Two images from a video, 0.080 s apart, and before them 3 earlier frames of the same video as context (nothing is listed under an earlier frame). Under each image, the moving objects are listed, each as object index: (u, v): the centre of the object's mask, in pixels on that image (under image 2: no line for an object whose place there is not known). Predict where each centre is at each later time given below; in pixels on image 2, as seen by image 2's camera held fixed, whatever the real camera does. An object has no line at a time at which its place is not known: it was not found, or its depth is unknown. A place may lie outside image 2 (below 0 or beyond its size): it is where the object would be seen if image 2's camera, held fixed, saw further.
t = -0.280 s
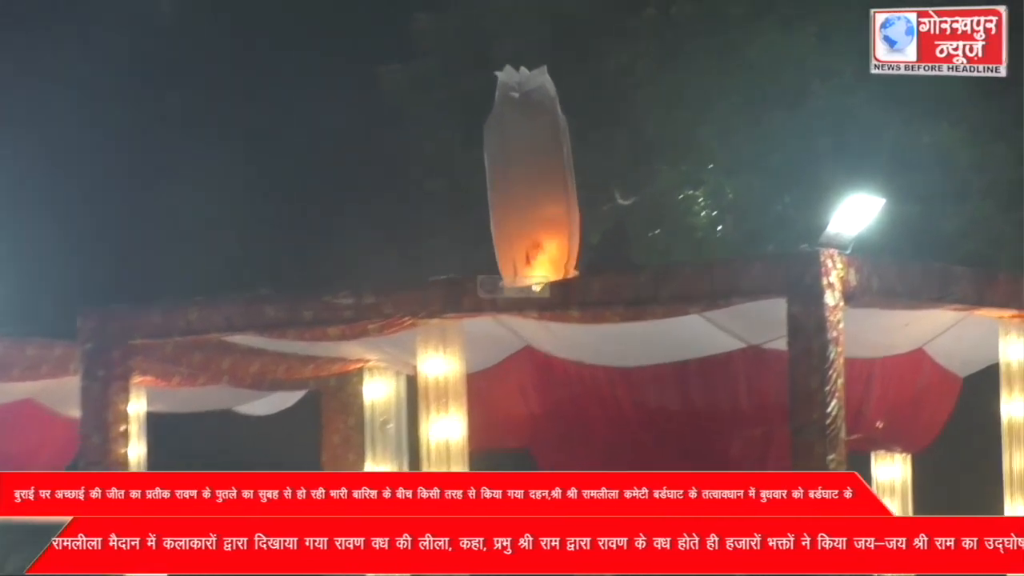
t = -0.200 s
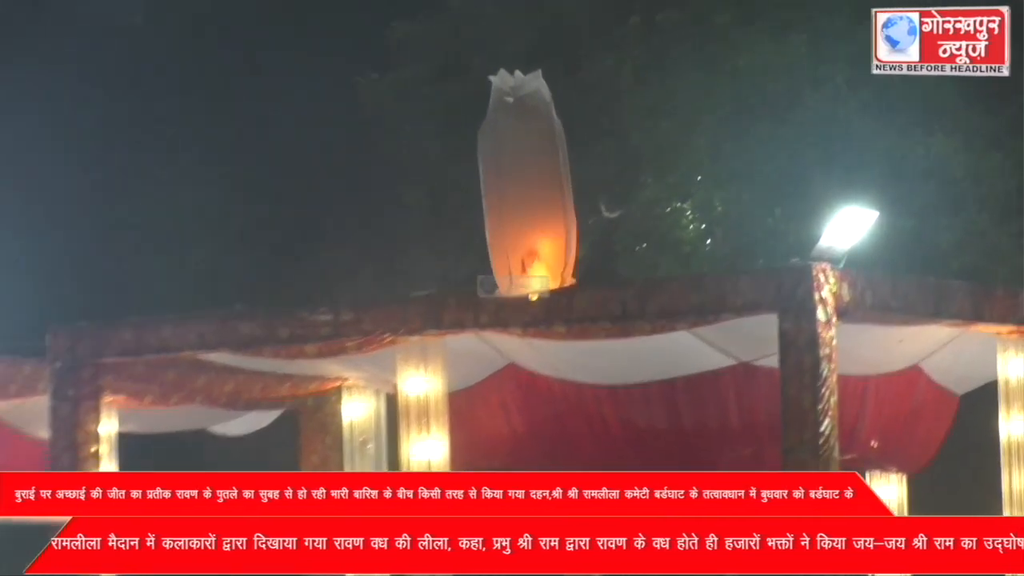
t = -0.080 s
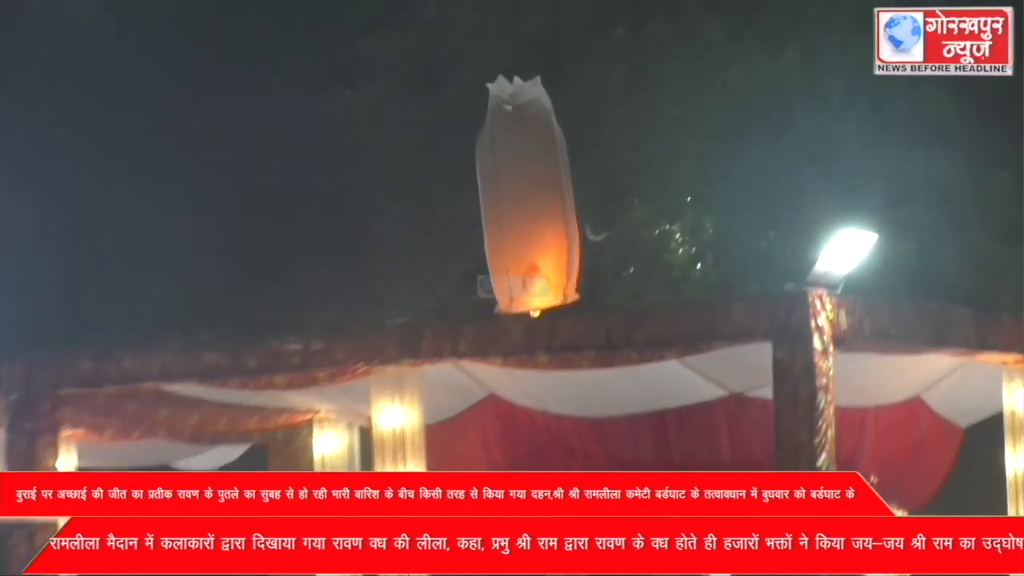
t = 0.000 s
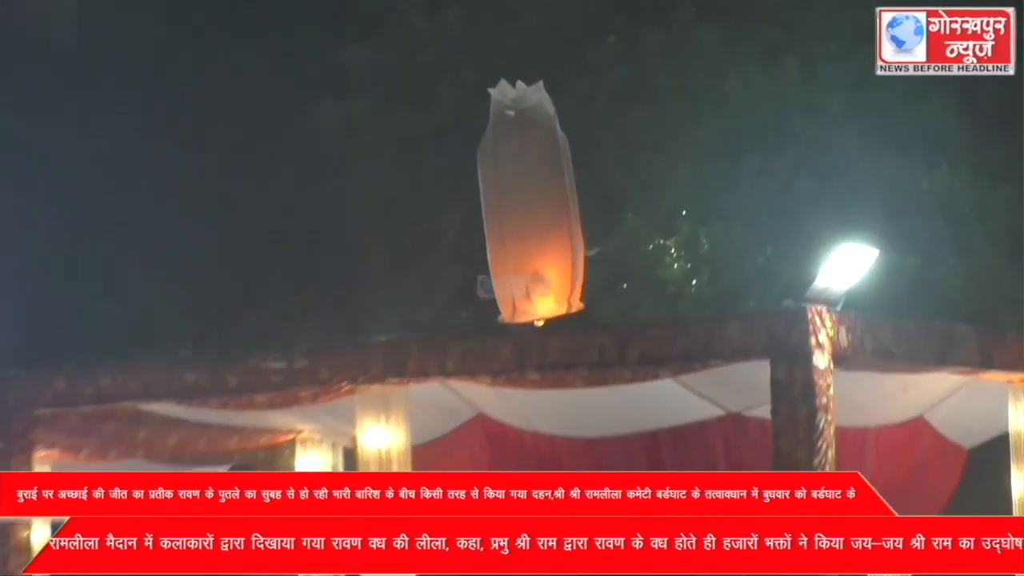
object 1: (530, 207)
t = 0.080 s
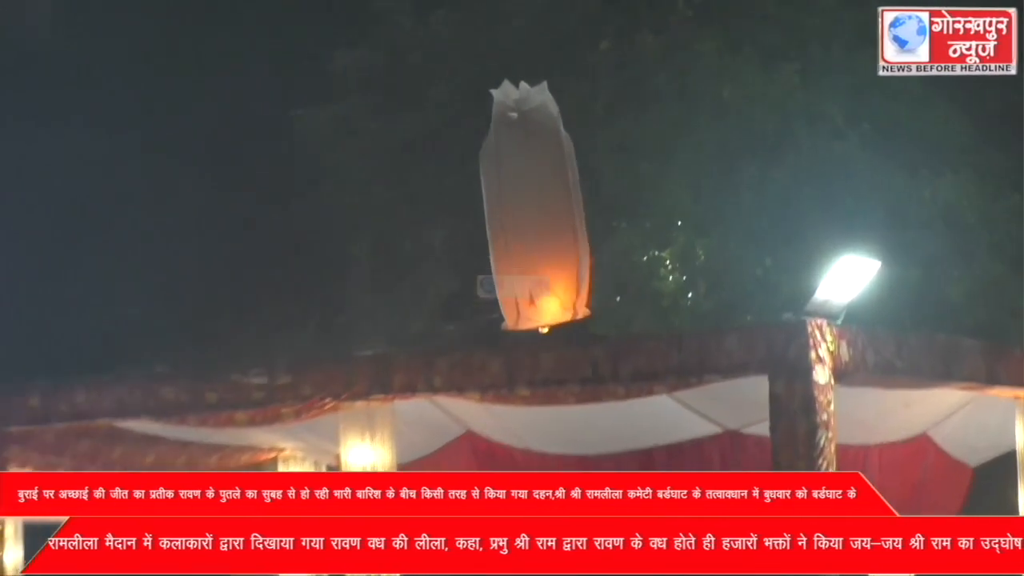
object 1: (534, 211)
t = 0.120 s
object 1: (540, 209)
